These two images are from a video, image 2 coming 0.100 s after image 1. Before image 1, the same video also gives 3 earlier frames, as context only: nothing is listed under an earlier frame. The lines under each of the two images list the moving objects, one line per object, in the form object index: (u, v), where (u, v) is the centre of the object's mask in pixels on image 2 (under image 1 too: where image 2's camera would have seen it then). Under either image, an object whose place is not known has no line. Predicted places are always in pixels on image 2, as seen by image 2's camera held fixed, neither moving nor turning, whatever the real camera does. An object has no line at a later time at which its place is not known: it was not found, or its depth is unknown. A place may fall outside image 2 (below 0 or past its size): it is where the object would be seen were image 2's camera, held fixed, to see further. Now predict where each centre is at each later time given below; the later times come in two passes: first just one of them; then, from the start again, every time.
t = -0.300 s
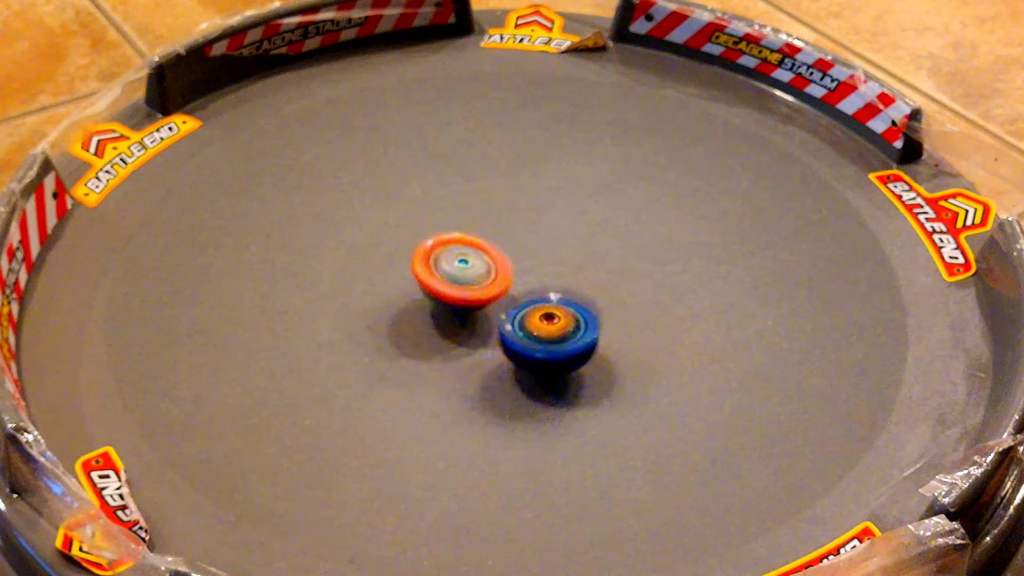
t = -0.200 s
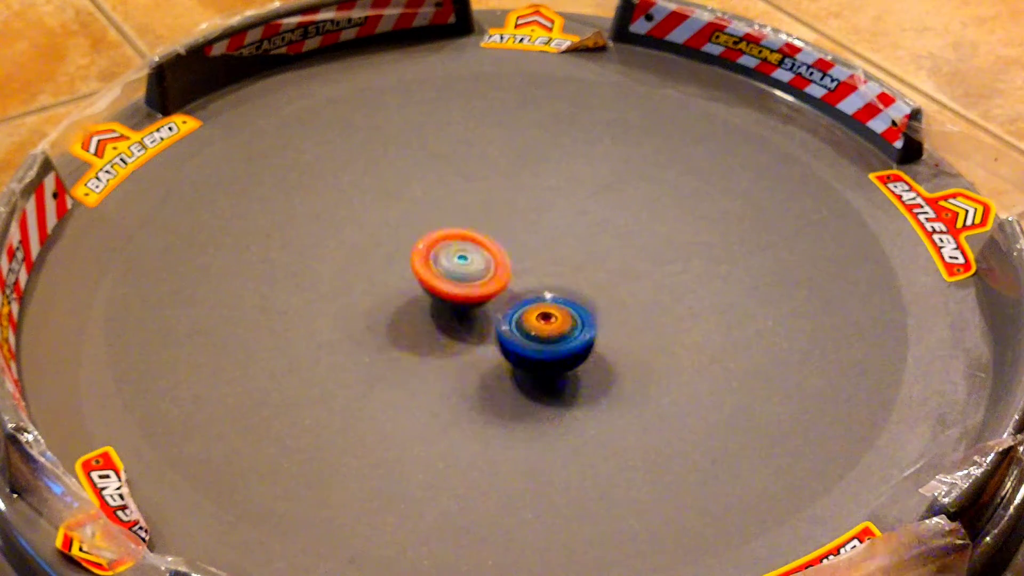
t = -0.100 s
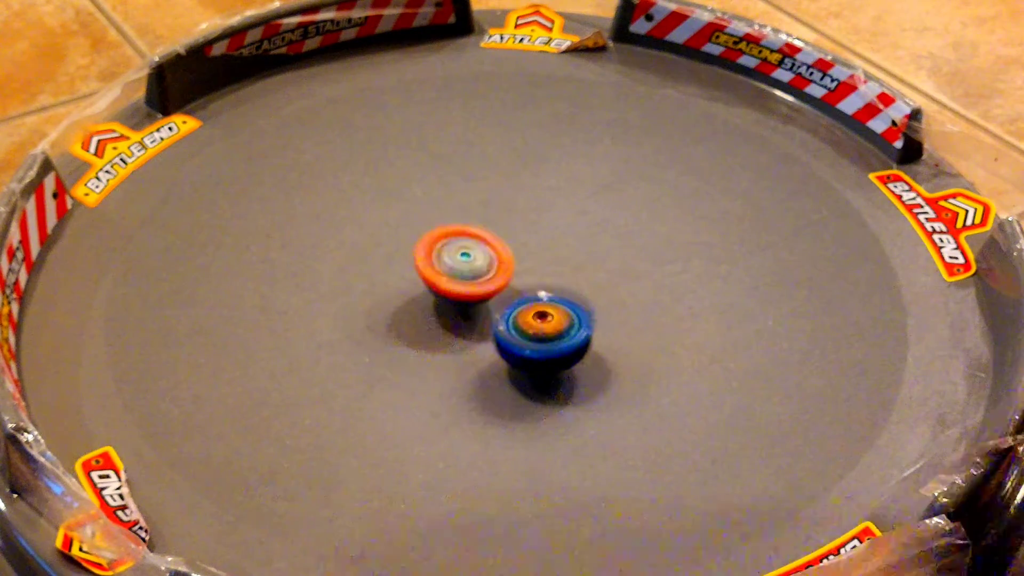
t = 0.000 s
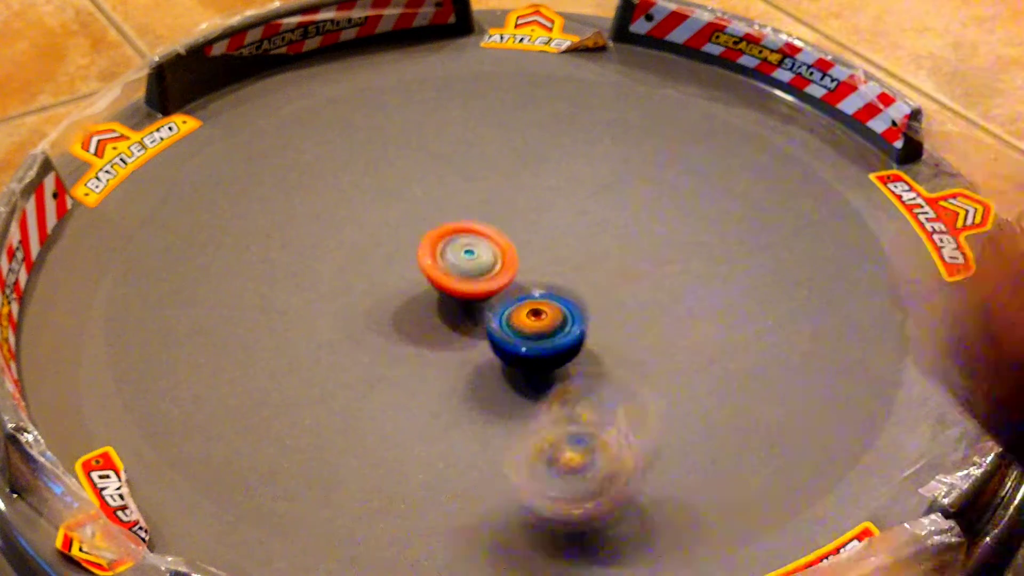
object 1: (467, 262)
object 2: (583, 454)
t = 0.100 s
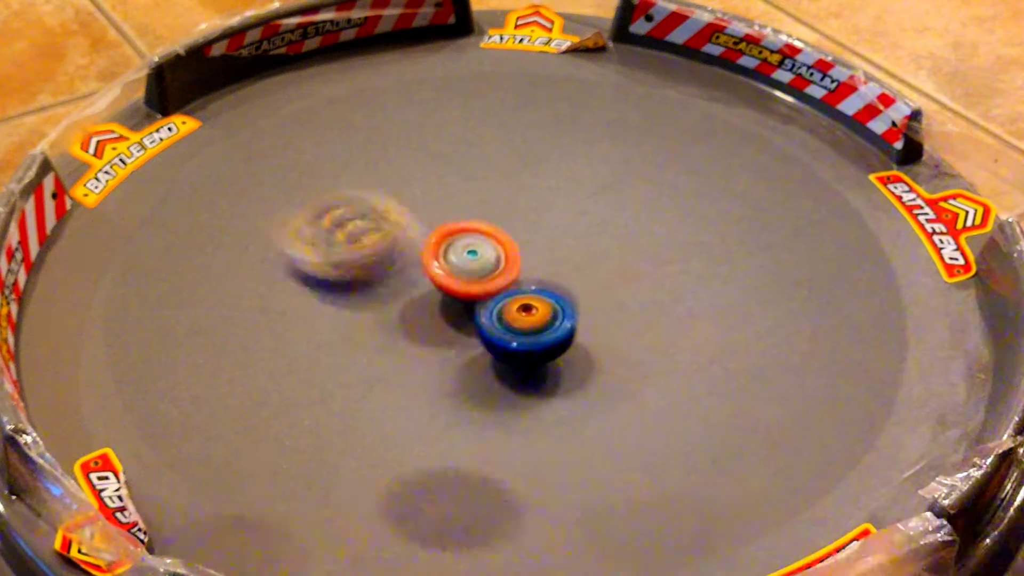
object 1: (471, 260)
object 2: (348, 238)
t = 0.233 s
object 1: (469, 251)
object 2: (64, 175)
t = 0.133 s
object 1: (471, 260)
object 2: (270, 191)
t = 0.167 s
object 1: (471, 259)
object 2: (202, 167)
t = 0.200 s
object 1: (468, 255)
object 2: (124, 158)
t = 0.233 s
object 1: (469, 251)
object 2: (64, 175)
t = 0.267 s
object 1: (471, 249)
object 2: (33, 198)
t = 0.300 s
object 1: (473, 245)
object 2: (45, 186)
